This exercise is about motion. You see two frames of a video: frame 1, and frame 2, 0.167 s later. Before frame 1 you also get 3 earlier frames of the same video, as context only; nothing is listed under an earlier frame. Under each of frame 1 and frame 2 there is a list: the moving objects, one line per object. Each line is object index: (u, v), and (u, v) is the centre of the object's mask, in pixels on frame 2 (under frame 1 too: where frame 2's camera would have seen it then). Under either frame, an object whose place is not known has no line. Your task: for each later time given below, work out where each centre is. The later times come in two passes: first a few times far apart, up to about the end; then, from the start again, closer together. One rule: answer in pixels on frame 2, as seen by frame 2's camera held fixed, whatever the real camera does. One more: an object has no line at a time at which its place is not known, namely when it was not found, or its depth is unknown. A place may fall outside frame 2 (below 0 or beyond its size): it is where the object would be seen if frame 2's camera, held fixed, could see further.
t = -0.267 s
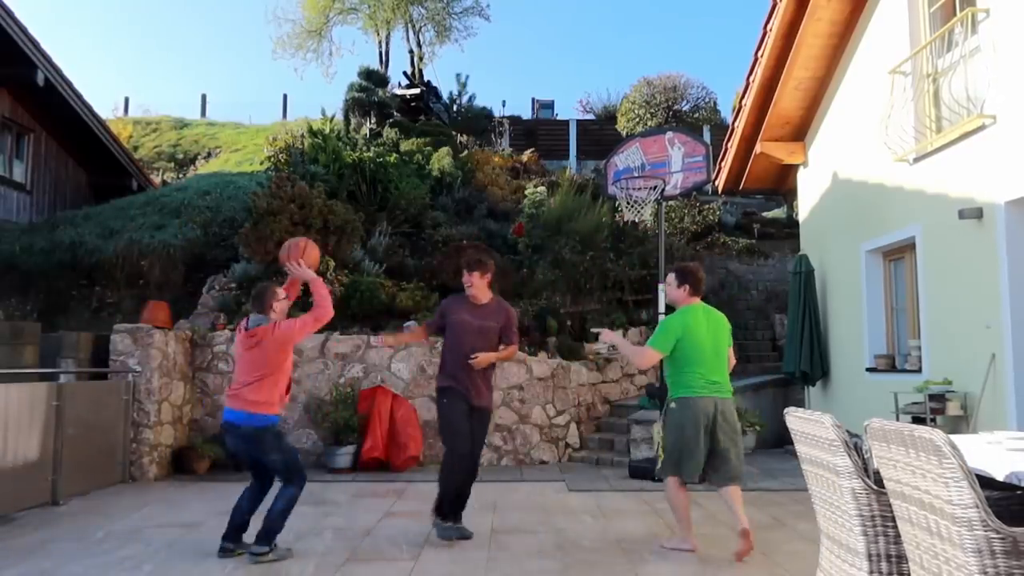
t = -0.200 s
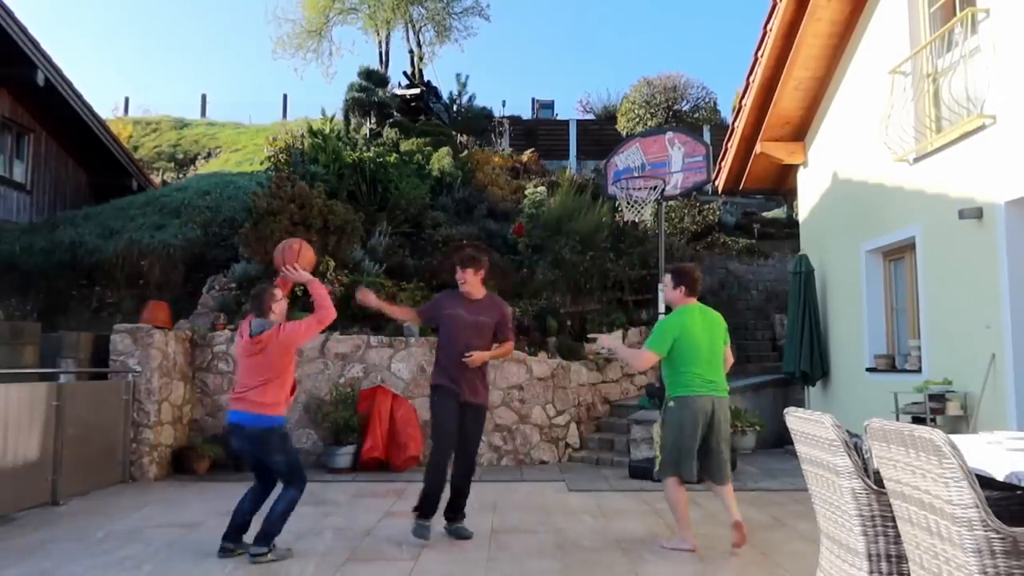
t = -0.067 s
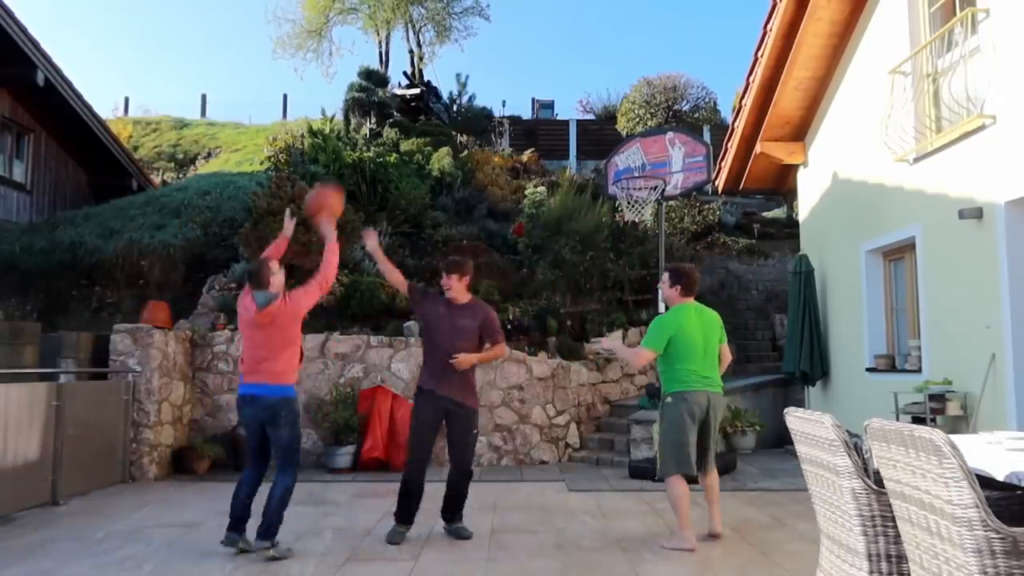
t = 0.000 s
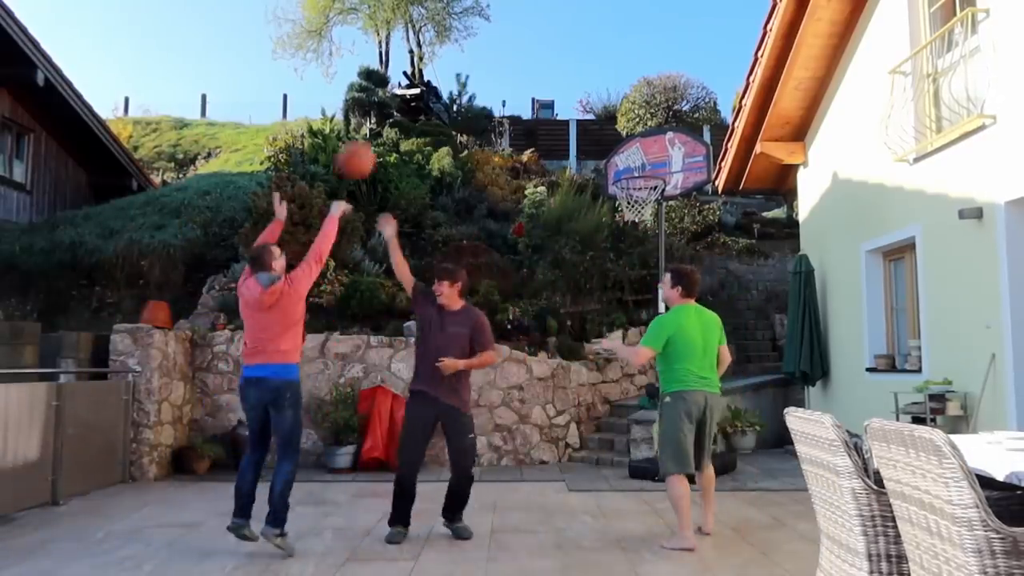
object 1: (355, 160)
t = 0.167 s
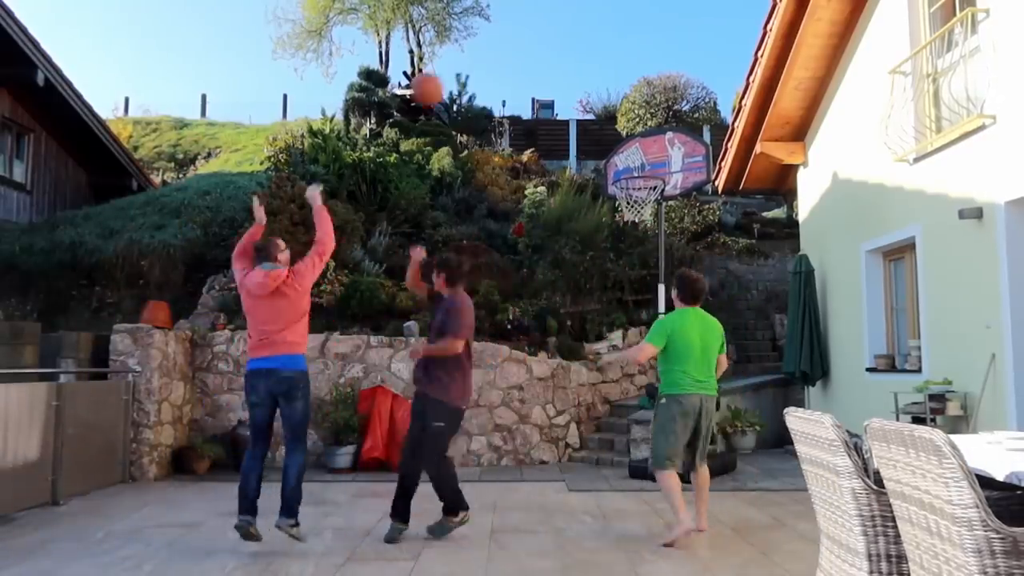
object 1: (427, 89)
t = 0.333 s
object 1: (487, 63)
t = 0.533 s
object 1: (546, 79)
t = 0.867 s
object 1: (628, 173)
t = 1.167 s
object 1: (666, 163)
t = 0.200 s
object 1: (439, 80)
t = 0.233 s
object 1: (453, 74)
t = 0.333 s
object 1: (487, 63)
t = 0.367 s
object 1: (498, 63)
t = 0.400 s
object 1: (508, 63)
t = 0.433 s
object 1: (518, 65)
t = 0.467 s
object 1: (527, 69)
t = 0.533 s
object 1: (546, 79)
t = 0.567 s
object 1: (556, 85)
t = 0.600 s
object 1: (564, 93)
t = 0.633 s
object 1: (573, 102)
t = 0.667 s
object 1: (582, 112)
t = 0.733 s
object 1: (598, 134)
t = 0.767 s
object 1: (605, 145)
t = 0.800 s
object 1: (612, 159)
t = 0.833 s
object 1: (619, 171)
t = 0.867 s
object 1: (628, 173)
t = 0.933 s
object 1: (645, 175)
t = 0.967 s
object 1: (651, 173)
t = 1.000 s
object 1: (654, 170)
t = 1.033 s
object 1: (654, 170)
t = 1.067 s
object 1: (658, 166)
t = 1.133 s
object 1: (663, 164)
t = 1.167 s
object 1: (666, 163)
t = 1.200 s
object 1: (668, 165)
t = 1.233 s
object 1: (671, 167)
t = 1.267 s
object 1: (673, 171)
